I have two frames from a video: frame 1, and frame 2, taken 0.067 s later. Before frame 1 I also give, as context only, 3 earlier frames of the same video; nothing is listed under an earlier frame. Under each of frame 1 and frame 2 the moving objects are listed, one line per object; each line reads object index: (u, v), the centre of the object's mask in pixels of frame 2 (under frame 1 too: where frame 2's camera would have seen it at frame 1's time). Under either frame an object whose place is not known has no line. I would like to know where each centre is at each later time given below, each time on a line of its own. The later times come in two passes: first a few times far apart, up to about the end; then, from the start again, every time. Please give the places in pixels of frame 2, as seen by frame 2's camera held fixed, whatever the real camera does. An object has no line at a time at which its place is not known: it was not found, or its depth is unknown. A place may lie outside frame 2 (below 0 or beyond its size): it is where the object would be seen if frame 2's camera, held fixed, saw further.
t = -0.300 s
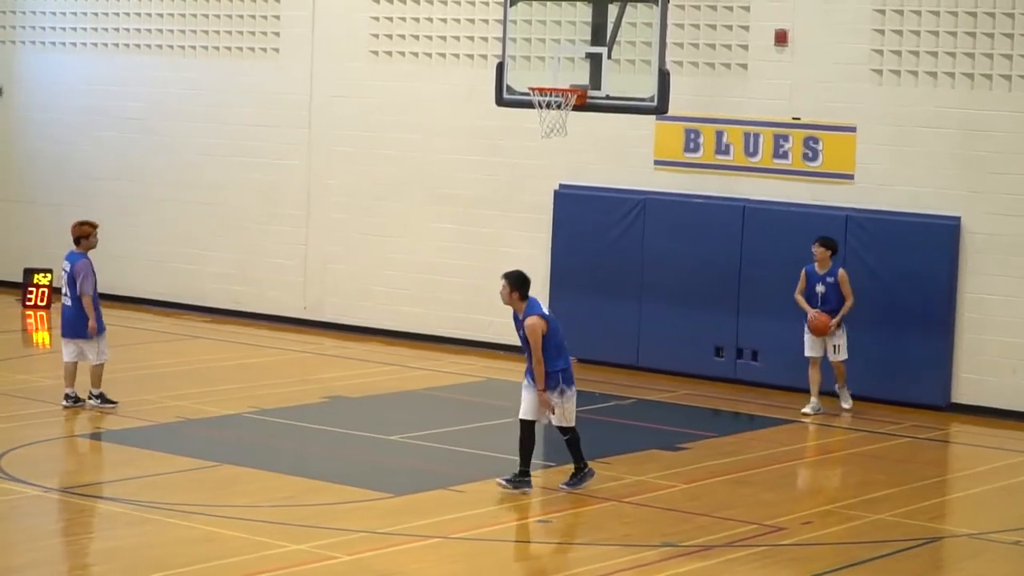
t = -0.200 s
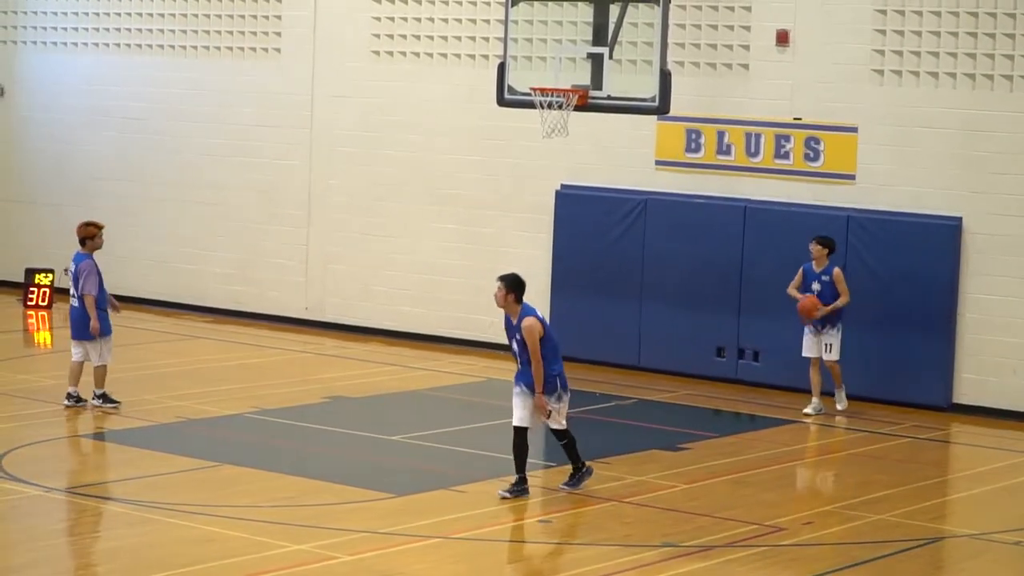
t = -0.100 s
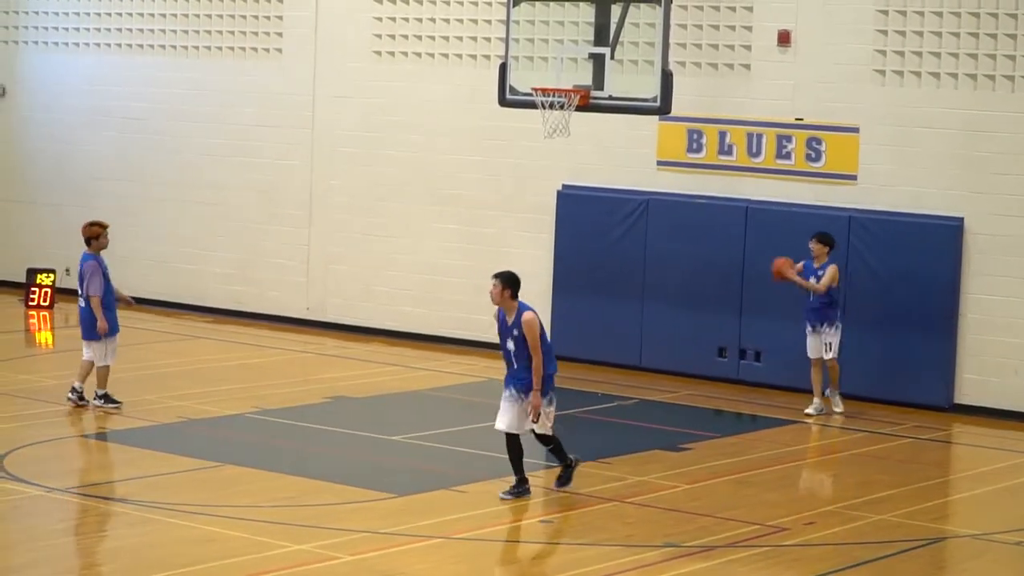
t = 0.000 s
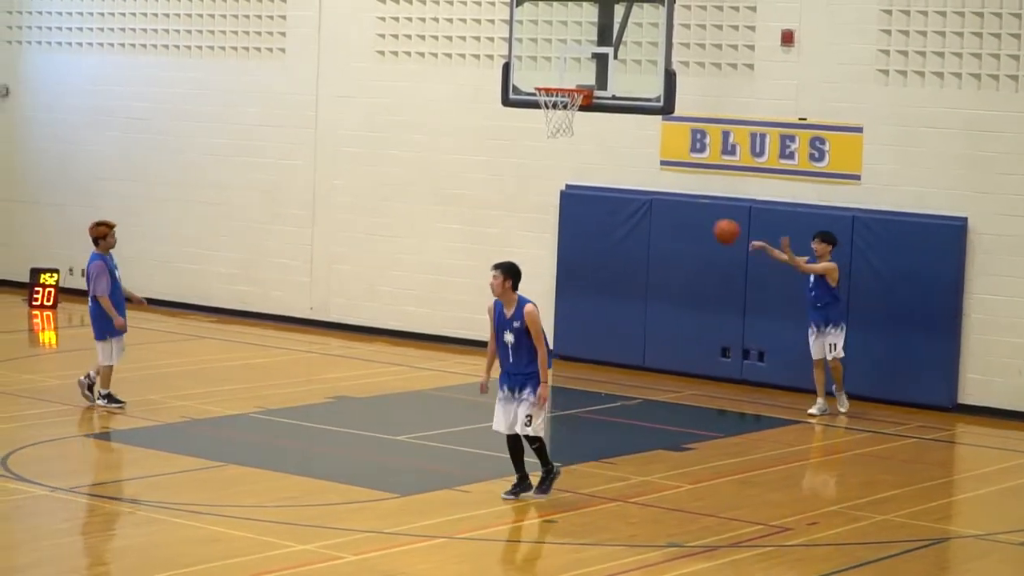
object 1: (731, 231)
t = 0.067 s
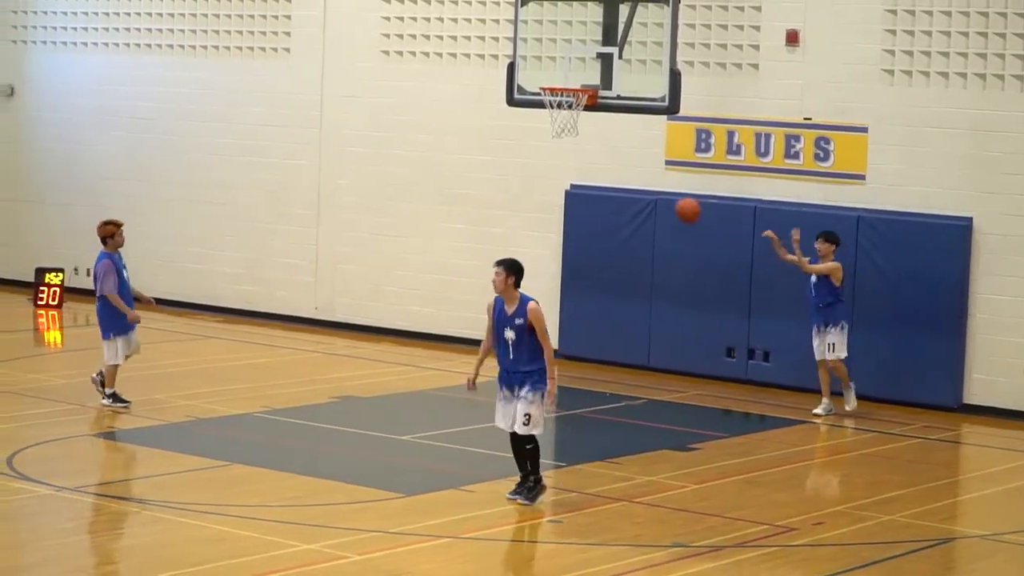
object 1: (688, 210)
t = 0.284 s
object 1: (539, 173)
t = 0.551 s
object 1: (352, 191)
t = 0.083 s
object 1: (676, 206)
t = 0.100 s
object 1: (665, 201)
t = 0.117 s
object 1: (654, 197)
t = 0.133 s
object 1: (643, 194)
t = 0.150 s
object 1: (631, 191)
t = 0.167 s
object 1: (619, 187)
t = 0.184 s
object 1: (608, 185)
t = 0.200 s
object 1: (597, 181)
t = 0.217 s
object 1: (586, 179)
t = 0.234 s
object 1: (574, 177)
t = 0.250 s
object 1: (562, 176)
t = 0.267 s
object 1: (551, 174)
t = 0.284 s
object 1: (539, 173)
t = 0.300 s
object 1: (528, 172)
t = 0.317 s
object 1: (516, 171)
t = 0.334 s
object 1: (505, 171)
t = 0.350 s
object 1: (493, 170)
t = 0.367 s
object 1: (481, 171)
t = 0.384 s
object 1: (470, 171)
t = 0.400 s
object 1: (458, 172)
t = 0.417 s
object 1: (446, 173)
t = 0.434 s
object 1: (435, 174)
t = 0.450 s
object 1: (423, 176)
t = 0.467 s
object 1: (411, 178)
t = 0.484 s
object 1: (399, 179)
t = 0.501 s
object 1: (388, 182)
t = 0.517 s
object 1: (375, 185)
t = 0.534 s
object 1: (364, 188)
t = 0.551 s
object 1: (352, 191)
